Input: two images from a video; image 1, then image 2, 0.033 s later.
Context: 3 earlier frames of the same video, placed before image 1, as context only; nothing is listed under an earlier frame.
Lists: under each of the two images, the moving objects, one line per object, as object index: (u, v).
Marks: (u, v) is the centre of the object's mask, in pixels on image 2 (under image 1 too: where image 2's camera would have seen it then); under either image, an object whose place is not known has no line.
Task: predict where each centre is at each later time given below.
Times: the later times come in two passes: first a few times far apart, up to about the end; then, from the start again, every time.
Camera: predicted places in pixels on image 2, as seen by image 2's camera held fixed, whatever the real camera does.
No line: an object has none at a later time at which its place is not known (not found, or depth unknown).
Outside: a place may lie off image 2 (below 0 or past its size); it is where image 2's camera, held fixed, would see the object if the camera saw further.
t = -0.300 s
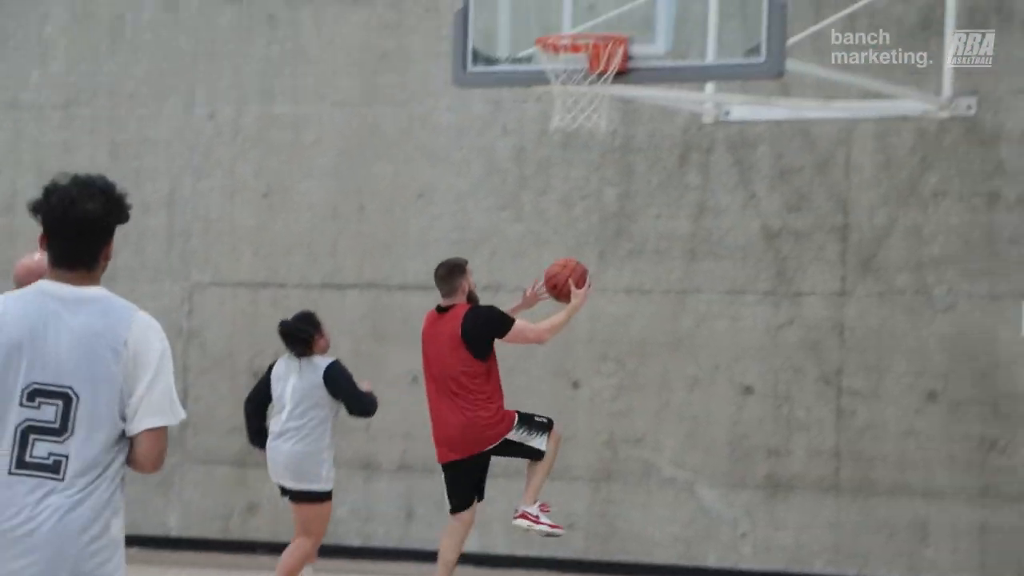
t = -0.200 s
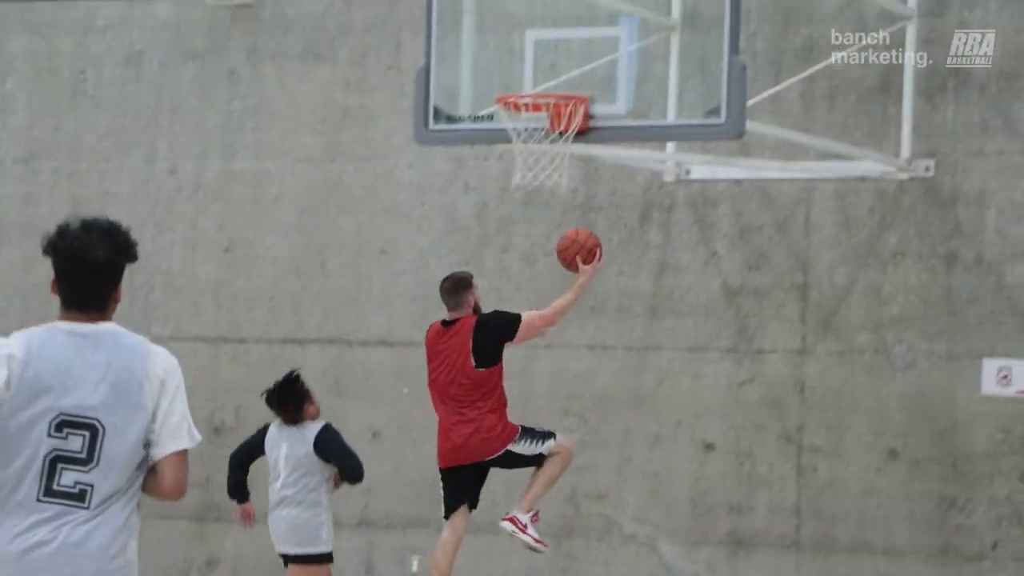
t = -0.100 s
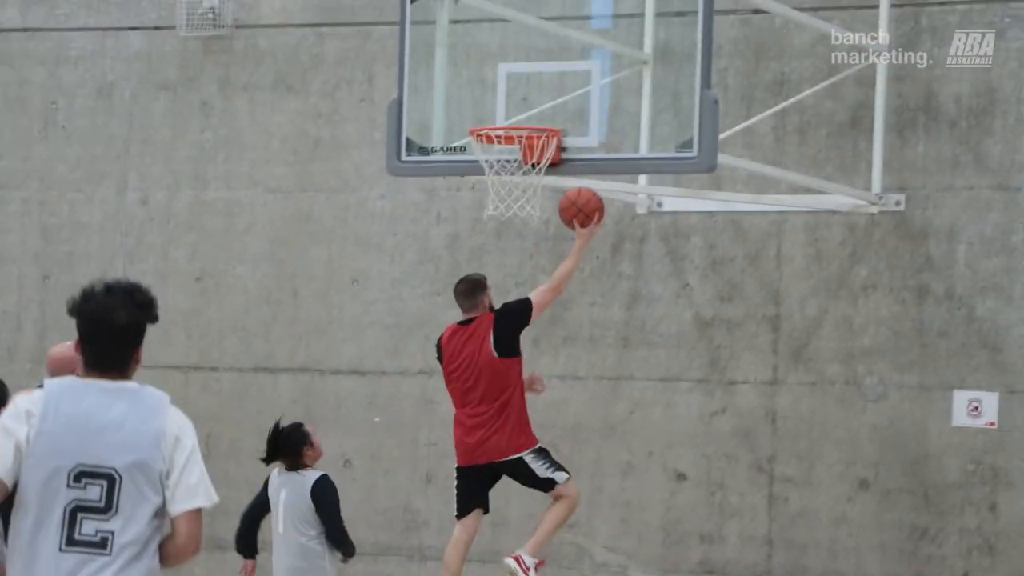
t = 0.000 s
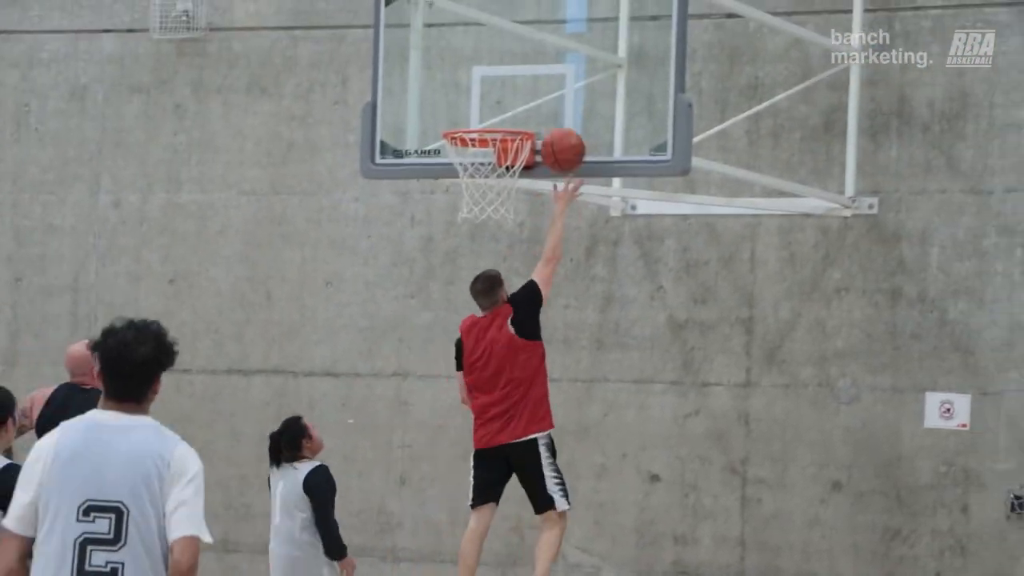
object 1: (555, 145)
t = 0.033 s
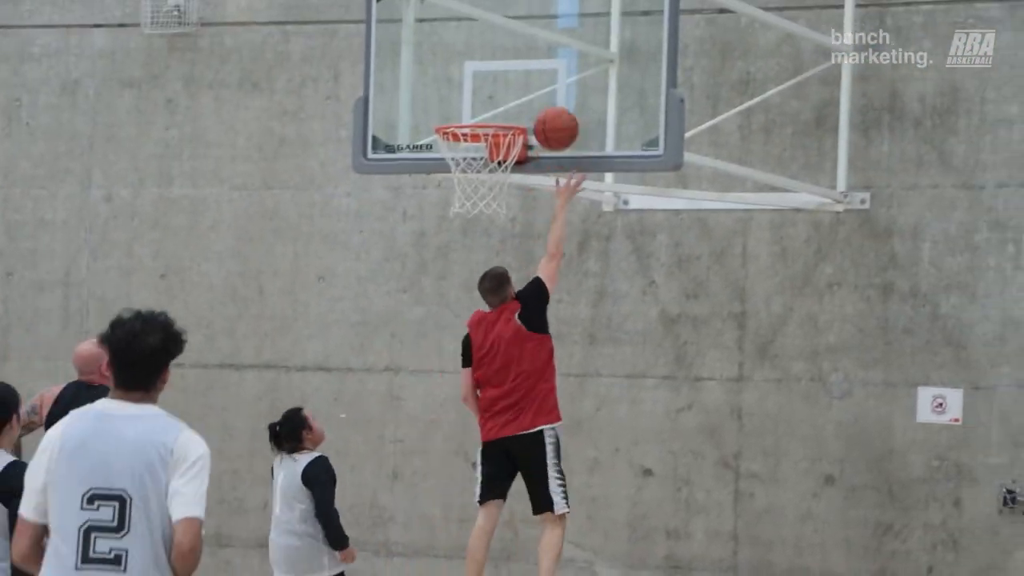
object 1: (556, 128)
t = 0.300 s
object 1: (536, 79)
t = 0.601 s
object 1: (496, 106)
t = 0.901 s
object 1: (464, 216)
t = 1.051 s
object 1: (457, 309)
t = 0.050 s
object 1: (556, 121)
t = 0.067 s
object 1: (557, 114)
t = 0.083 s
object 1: (557, 108)
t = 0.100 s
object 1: (557, 102)
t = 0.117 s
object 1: (558, 97)
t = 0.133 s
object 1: (558, 92)
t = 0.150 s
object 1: (558, 87)
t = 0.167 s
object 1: (556, 84)
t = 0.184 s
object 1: (554, 82)
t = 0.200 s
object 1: (551, 80)
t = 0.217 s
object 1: (549, 79)
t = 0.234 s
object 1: (546, 78)
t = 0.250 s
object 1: (544, 78)
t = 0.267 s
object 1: (541, 78)
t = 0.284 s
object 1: (539, 78)
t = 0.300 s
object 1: (536, 79)
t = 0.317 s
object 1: (534, 81)
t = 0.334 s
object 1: (531, 83)
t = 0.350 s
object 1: (529, 86)
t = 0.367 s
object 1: (526, 89)
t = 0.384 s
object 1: (524, 93)
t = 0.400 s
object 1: (521, 97)
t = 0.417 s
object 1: (518, 102)
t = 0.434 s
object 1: (517, 106)
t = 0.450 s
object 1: (514, 104)
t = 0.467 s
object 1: (512, 102)
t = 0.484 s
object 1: (510, 101)
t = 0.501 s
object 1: (508, 100)
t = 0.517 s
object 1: (506, 101)
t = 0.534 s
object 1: (504, 101)
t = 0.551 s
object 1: (502, 102)
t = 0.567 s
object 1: (500, 103)
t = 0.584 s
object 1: (498, 104)
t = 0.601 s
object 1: (496, 106)
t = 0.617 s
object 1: (494, 107)
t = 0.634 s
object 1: (492, 110)
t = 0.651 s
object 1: (490, 112)
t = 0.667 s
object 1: (488, 114)
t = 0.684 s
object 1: (484, 124)
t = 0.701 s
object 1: (483, 134)
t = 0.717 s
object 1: (476, 140)
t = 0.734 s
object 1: (472, 149)
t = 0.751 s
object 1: (472, 154)
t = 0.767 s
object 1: (472, 160)
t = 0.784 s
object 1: (470, 167)
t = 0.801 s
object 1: (469, 174)
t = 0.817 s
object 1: (467, 181)
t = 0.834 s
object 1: (466, 187)
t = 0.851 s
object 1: (466, 194)
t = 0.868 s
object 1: (466, 201)
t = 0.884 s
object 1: (464, 208)
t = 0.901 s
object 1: (464, 216)
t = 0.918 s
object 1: (463, 224)
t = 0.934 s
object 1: (462, 233)
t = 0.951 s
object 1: (462, 242)
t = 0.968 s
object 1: (461, 252)
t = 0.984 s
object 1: (460, 262)
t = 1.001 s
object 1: (459, 273)
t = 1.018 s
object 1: (458, 284)
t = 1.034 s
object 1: (458, 296)
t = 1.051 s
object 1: (457, 309)
